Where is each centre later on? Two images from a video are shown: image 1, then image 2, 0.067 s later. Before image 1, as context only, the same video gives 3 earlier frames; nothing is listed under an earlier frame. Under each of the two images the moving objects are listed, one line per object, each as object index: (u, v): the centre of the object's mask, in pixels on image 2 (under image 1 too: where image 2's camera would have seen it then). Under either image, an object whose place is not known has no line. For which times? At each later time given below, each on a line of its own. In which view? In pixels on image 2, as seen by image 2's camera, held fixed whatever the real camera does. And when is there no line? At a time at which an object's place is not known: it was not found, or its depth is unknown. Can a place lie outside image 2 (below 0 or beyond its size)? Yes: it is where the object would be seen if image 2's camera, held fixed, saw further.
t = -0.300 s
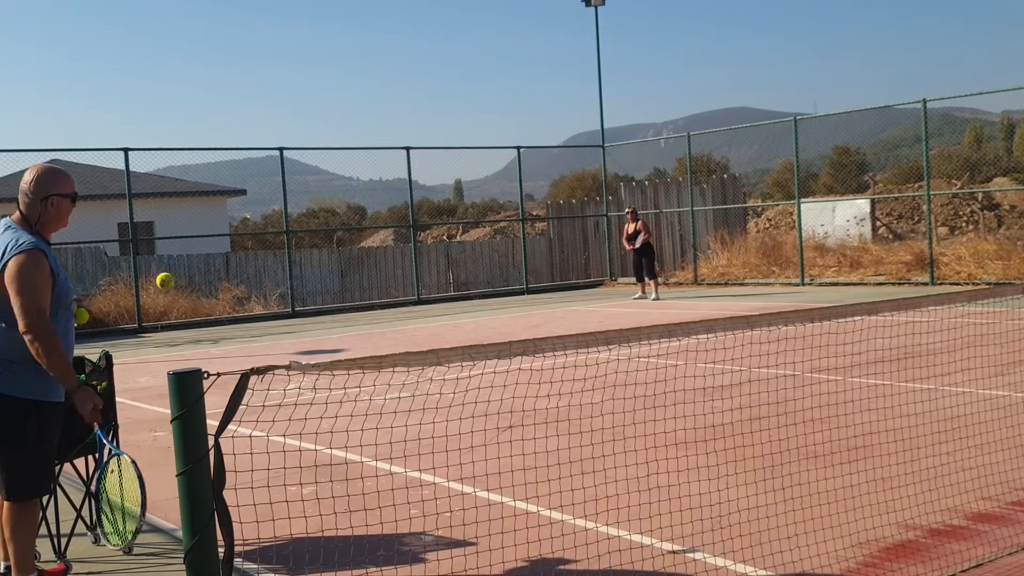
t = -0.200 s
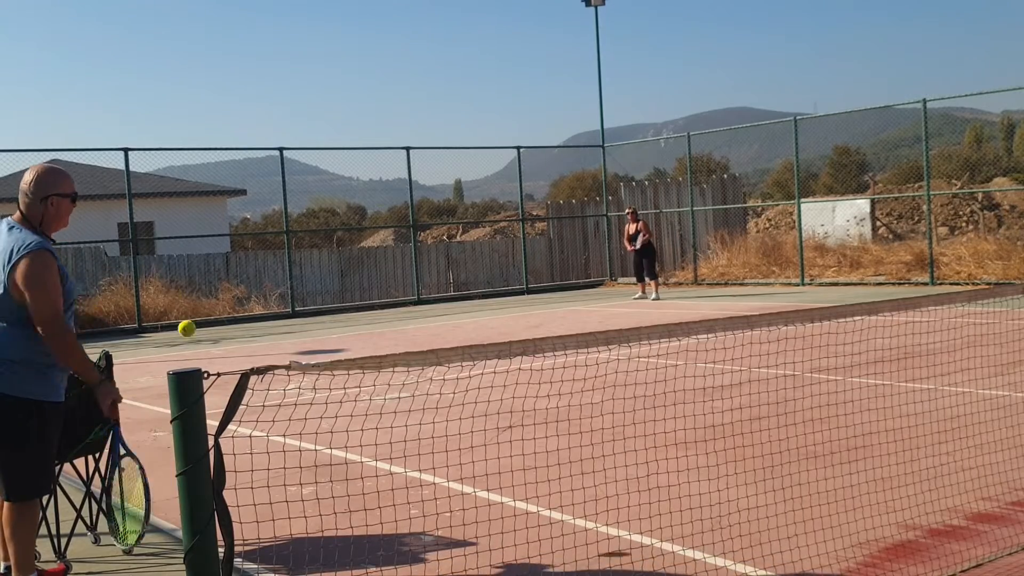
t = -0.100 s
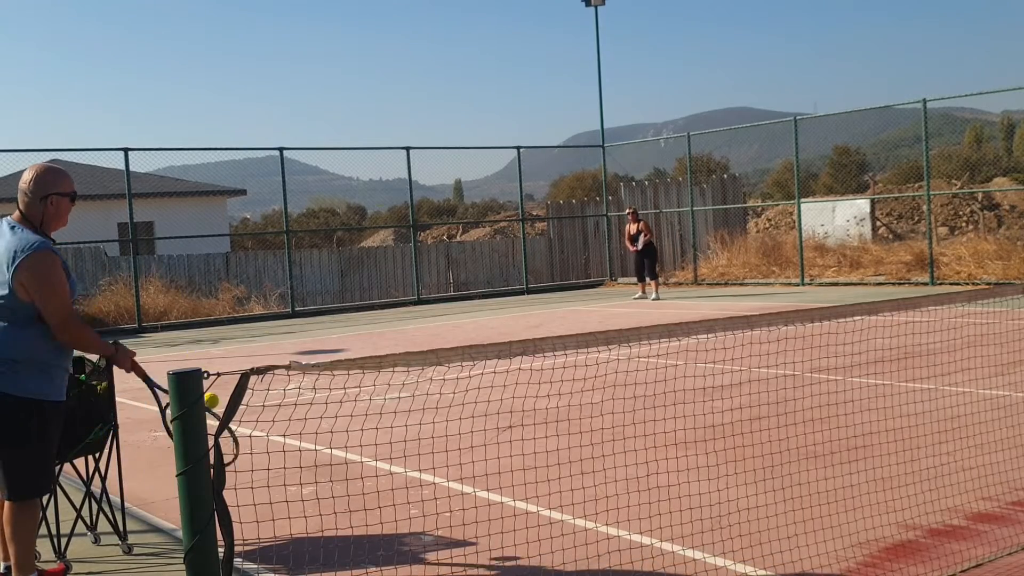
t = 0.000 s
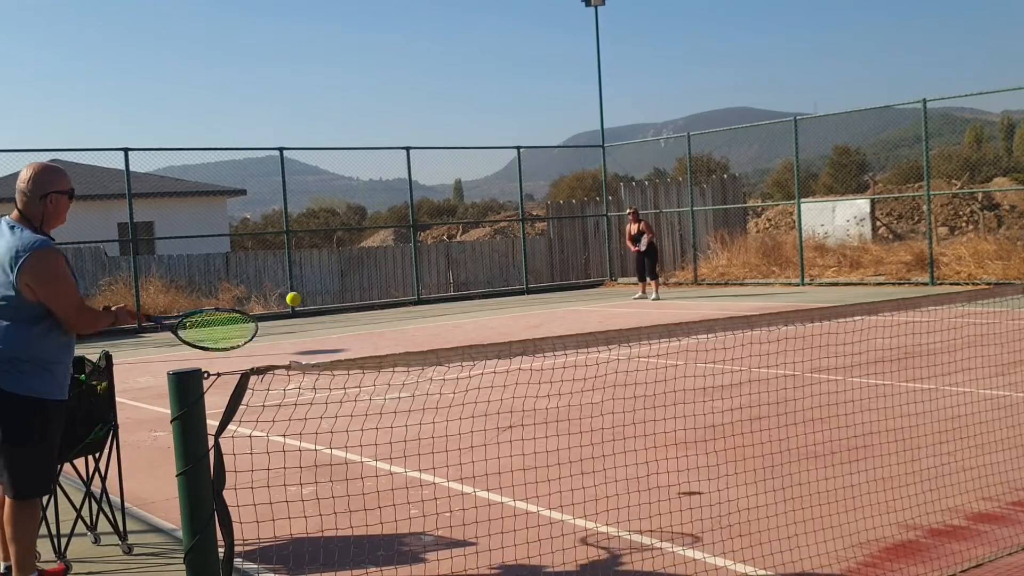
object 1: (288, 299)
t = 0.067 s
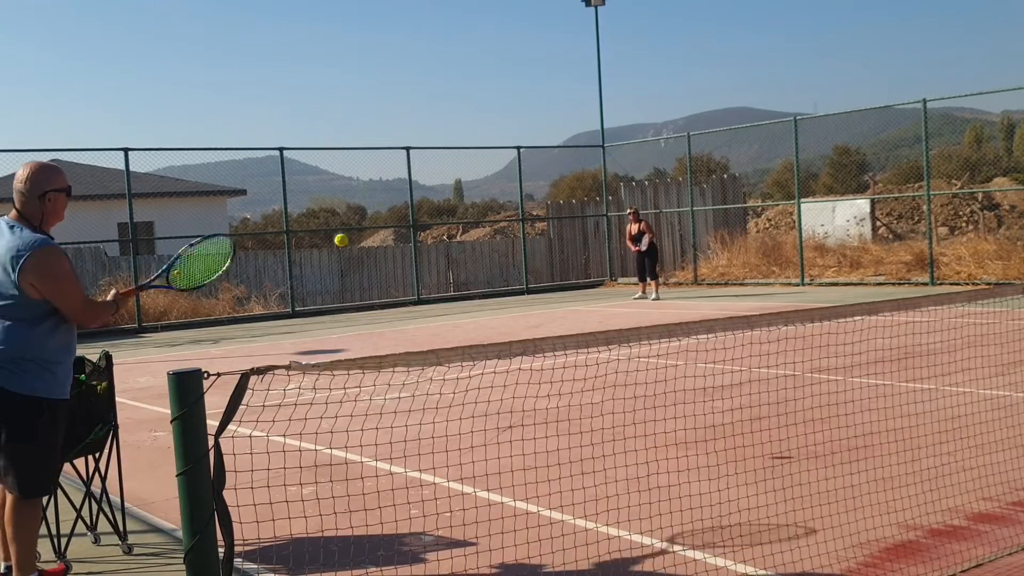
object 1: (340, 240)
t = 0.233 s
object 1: (424, 165)
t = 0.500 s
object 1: (502, 159)
